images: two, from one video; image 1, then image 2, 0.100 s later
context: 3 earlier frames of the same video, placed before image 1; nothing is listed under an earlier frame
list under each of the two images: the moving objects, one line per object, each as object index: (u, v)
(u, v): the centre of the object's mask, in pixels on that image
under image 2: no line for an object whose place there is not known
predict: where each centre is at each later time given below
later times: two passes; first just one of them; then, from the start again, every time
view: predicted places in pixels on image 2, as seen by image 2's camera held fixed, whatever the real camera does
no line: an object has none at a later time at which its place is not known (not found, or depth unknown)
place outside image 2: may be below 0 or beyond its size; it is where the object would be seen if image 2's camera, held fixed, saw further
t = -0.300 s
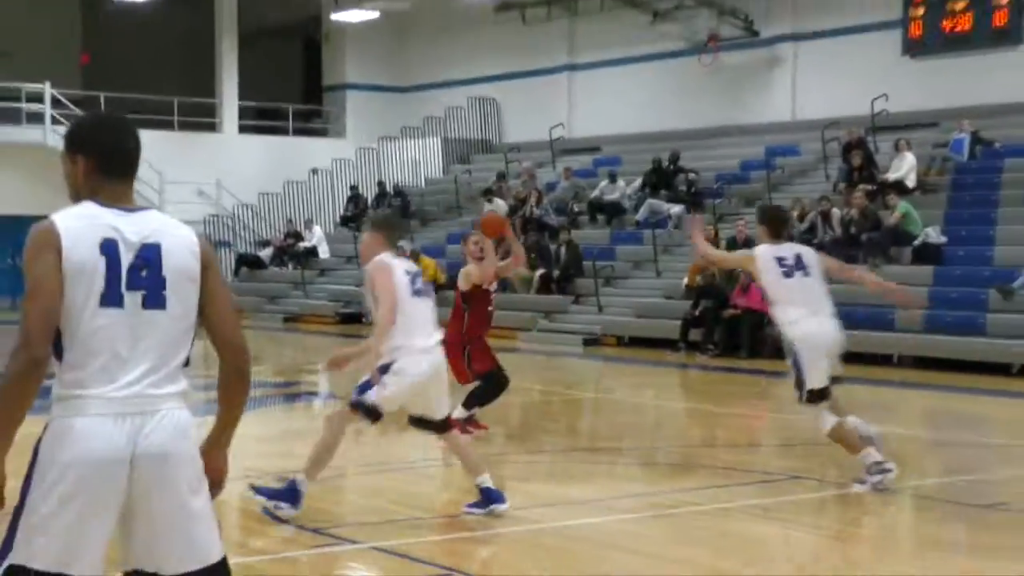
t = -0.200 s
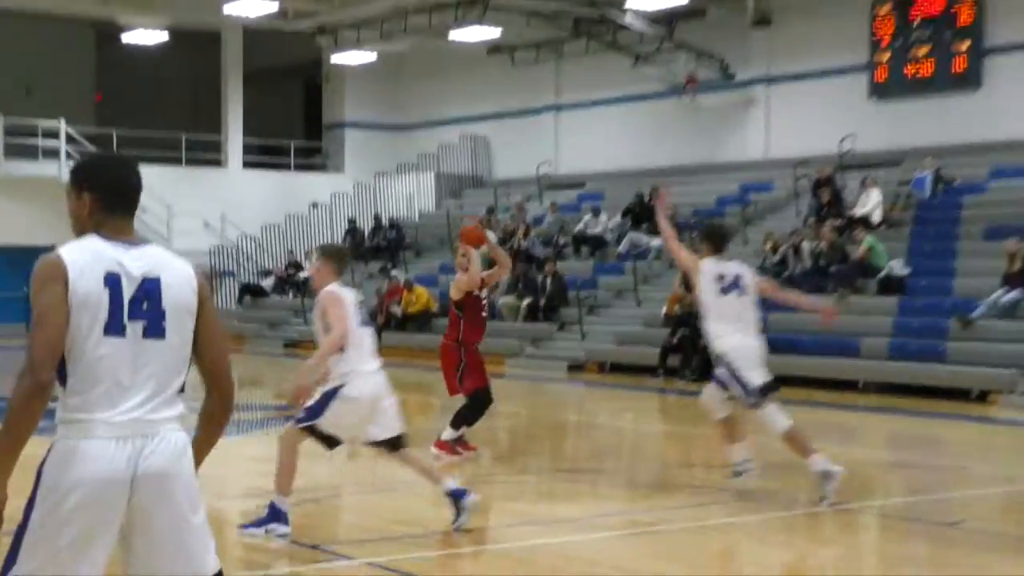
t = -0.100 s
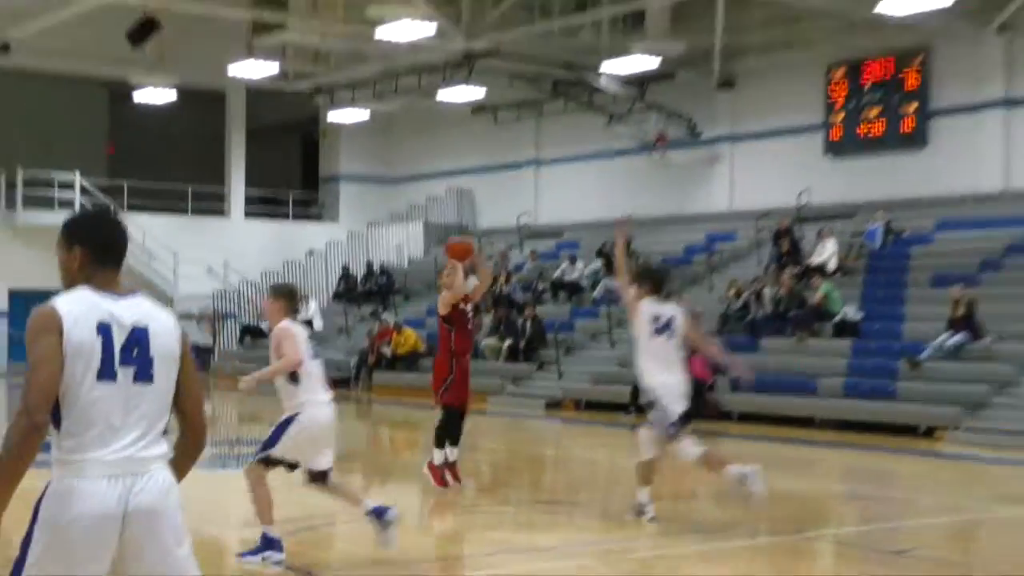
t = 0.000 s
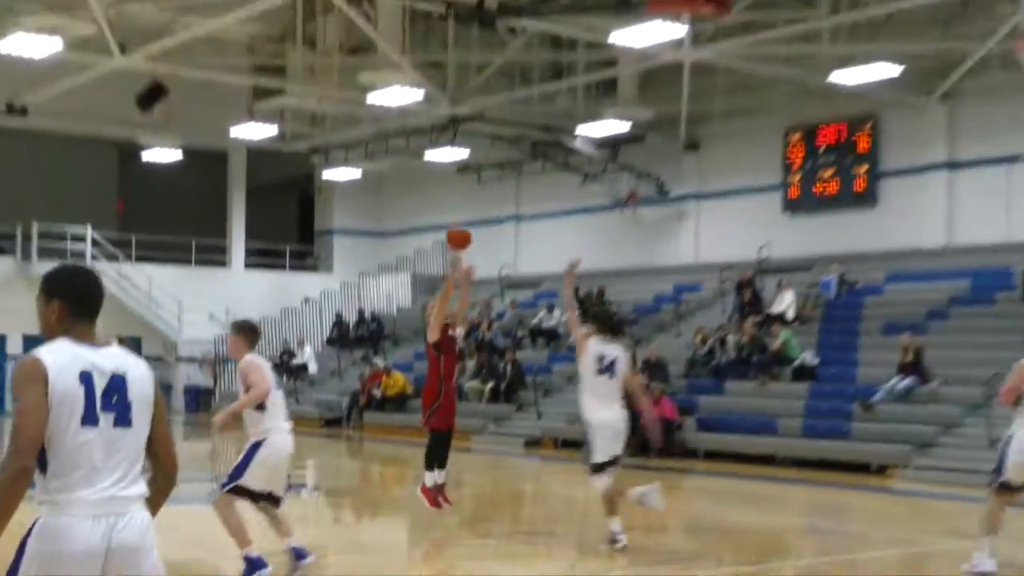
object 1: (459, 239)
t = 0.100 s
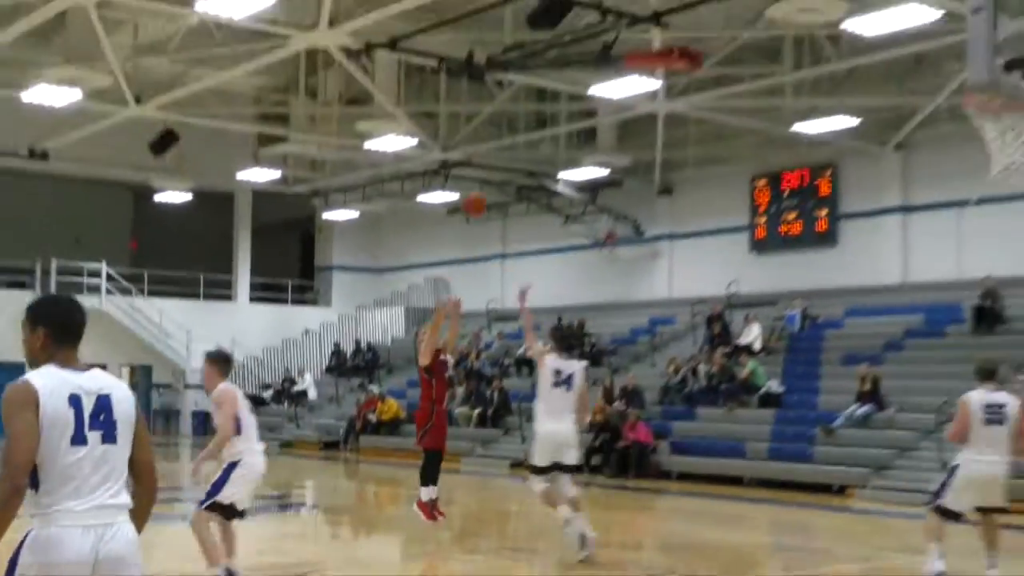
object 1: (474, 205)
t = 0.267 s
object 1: (518, 99)
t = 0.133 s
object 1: (482, 182)
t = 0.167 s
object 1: (490, 162)
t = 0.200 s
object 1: (499, 139)
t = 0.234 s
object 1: (511, 119)
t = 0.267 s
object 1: (518, 99)
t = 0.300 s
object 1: (527, 78)
